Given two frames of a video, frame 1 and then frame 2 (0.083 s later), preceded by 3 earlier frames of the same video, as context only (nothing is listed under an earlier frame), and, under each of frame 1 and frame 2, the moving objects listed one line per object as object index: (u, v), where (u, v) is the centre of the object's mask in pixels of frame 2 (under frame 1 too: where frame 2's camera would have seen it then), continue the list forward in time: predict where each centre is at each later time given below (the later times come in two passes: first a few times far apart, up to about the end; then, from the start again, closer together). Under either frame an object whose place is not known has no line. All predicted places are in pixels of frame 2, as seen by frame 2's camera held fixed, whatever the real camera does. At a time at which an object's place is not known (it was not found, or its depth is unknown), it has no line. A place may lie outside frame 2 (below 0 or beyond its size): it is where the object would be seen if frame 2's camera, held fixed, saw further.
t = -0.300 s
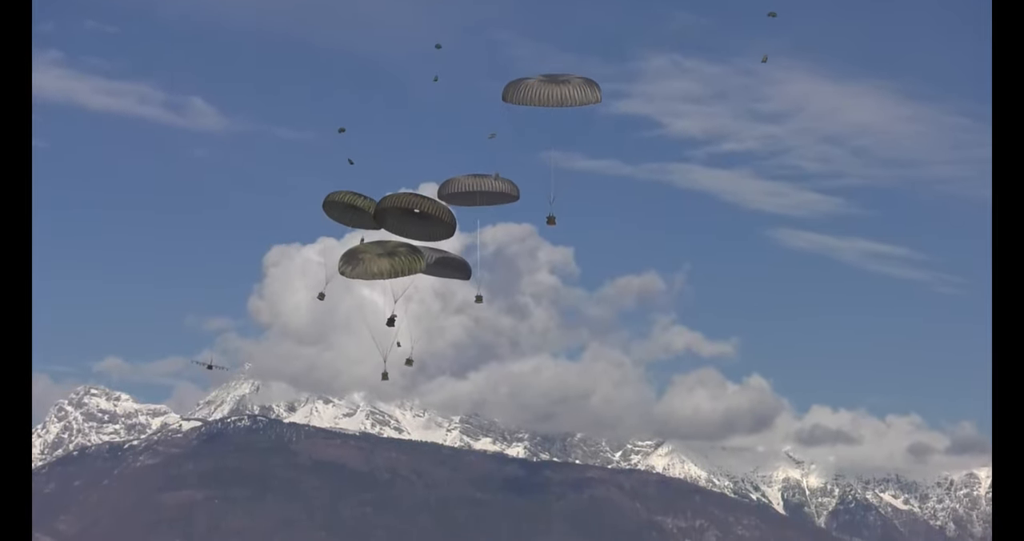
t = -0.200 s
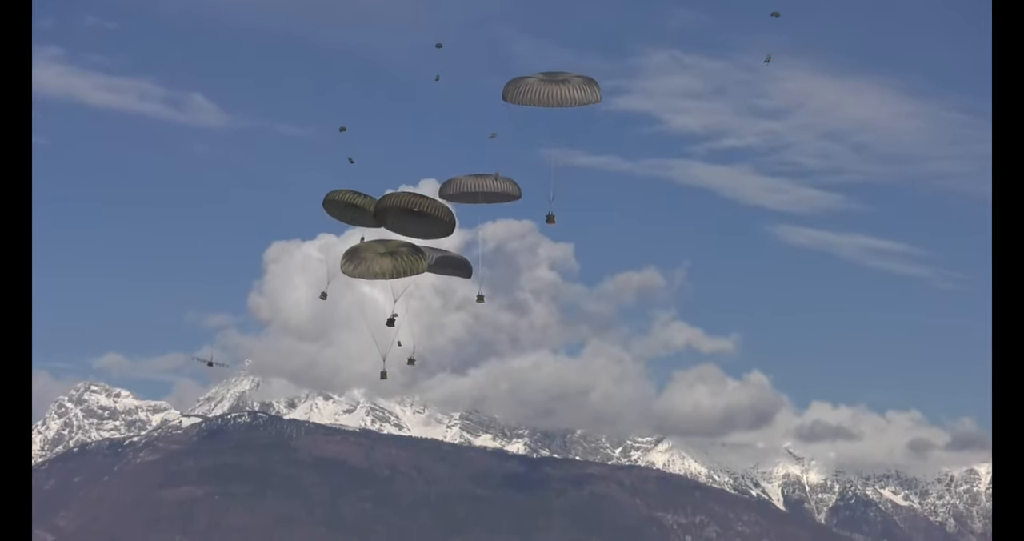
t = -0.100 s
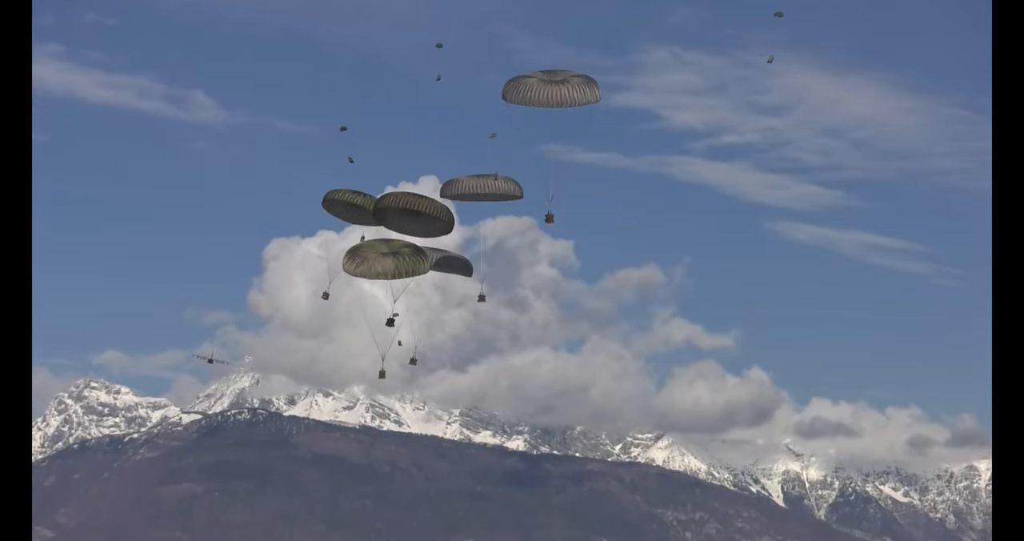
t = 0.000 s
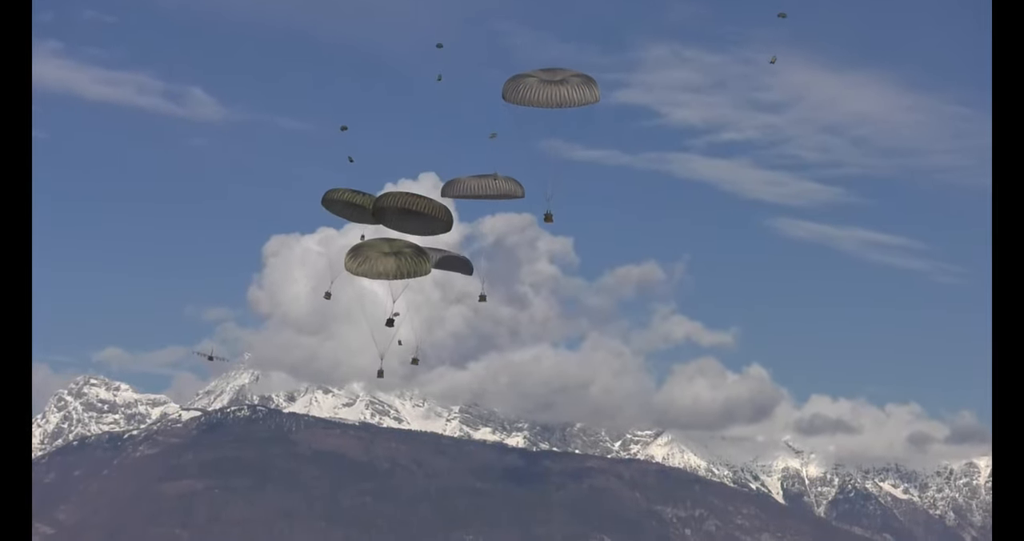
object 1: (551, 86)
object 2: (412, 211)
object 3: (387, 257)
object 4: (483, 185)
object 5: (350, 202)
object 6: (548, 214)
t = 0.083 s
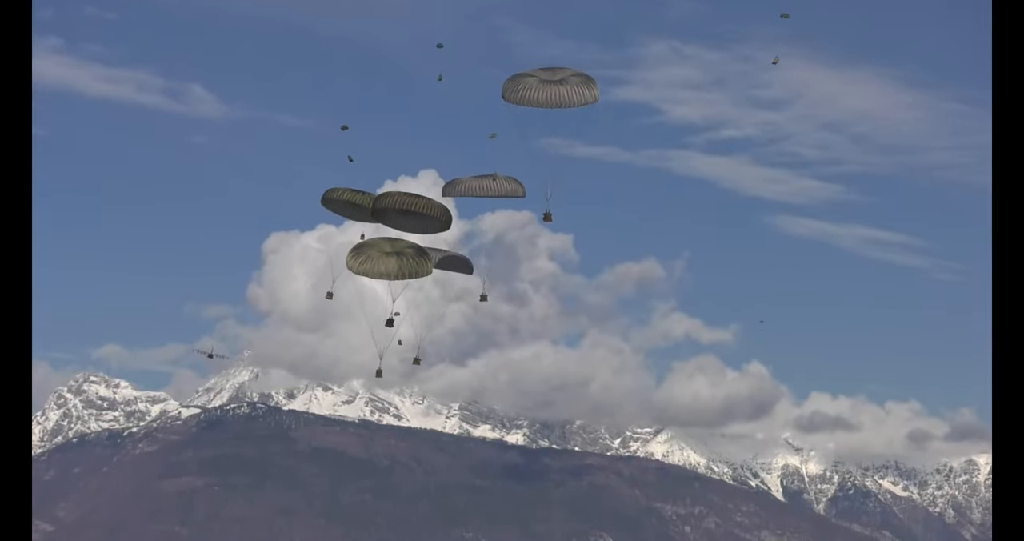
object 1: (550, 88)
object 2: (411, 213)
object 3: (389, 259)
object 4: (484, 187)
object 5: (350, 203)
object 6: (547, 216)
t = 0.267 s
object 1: (549, 93)
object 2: (409, 217)
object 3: (393, 265)
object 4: (486, 193)
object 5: (349, 207)
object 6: (545, 221)
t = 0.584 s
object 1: (548, 102)
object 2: (406, 224)
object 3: (401, 274)
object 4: (489, 205)
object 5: (348, 212)
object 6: (544, 229)
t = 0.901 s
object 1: (546, 109)
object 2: (403, 232)
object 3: (409, 284)
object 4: (495, 216)
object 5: (349, 218)
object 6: (543, 238)
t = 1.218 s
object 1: (544, 116)
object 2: (400, 242)
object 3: (417, 293)
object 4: (500, 225)
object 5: (351, 225)
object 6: (540, 247)
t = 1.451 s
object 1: (542, 121)
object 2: (397, 249)
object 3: (422, 301)
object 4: (503, 233)
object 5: (355, 231)
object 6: (539, 253)
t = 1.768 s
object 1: (540, 128)
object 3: (430, 309)
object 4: (507, 243)
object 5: (358, 238)
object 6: (536, 261)
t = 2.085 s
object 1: (538, 137)
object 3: (435, 321)
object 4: (511, 252)
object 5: (361, 244)
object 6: (533, 267)
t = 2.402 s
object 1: (537, 146)
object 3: (439, 332)
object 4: (514, 262)
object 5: (365, 252)
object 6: (531, 273)
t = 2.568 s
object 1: (536, 150)
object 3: (441, 338)
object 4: (516, 266)
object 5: (367, 255)
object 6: (531, 275)
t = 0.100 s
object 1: (550, 89)
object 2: (411, 213)
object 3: (389, 260)
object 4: (484, 187)
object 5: (349, 204)
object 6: (547, 217)
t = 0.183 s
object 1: (550, 91)
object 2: (410, 215)
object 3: (391, 262)
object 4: (485, 190)
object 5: (349, 205)
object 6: (546, 218)
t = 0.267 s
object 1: (549, 93)
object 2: (409, 217)
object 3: (393, 265)
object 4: (486, 193)
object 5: (349, 207)
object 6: (545, 221)
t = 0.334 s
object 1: (549, 95)
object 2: (408, 218)
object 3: (394, 267)
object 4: (486, 196)
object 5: (348, 208)
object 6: (545, 222)
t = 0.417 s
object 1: (549, 97)
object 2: (407, 220)
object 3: (397, 269)
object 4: (487, 199)
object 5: (348, 209)
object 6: (544, 225)
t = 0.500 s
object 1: (548, 99)
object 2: (407, 222)
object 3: (399, 272)
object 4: (489, 202)
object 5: (348, 210)
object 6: (544, 227)
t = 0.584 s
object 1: (548, 102)
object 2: (406, 224)
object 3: (401, 274)
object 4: (489, 205)
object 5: (348, 212)
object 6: (544, 229)
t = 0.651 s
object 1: (548, 103)
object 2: (406, 225)
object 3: (403, 276)
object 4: (490, 208)
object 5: (348, 213)
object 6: (543, 231)
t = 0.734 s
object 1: (547, 105)
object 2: (405, 227)
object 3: (405, 279)
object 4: (492, 211)
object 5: (348, 215)
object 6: (543, 233)
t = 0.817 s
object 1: (547, 107)
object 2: (404, 229)
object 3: (407, 281)
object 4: (493, 213)
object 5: (348, 216)
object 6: (543, 235)
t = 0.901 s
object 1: (546, 109)
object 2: (403, 232)
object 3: (409, 284)
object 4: (495, 216)
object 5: (349, 218)
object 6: (543, 238)
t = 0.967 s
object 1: (546, 111)
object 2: (403, 234)
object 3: (411, 286)
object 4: (496, 218)
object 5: (349, 219)
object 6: (542, 240)
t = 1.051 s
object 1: (545, 112)
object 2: (401, 236)
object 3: (413, 288)
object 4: (497, 220)
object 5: (350, 221)
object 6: (542, 242)
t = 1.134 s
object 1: (545, 114)
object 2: (401, 239)
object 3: (415, 291)
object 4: (498, 223)
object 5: (350, 224)
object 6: (541, 244)
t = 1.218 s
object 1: (544, 116)
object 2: (400, 242)
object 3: (417, 293)
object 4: (500, 225)
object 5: (351, 225)
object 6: (540, 247)
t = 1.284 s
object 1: (543, 118)
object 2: (399, 244)
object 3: (419, 295)
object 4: (501, 228)
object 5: (353, 227)
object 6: (540, 248)
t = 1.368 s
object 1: (542, 120)
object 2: (398, 247)
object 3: (421, 298)
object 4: (502, 230)
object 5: (354, 229)
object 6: (540, 250)
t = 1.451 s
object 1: (542, 121)
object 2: (397, 249)
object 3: (422, 301)
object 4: (503, 233)
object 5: (355, 231)
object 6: (539, 253)
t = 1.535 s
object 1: (541, 123)
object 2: (397, 251)
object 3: (425, 302)
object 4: (504, 235)
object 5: (356, 233)
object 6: (539, 255)
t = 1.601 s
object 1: (540, 124)
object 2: (396, 253)
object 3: (426, 305)
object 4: (506, 237)
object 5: (357, 234)
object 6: (538, 257)
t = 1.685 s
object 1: (540, 125)
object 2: (396, 255)
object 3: (428, 307)
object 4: (507, 240)
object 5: (357, 235)
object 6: (537, 259)
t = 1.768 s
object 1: (540, 128)
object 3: (430, 309)
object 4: (507, 243)
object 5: (358, 238)
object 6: (536, 261)
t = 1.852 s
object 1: (539, 130)
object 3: (431, 312)
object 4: (508, 245)
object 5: (359, 239)
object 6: (535, 261)
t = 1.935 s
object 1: (539, 132)
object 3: (432, 315)
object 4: (509, 247)
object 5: (360, 241)
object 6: (536, 264)
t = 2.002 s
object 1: (538, 134)
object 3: (433, 317)
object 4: (510, 249)
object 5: (360, 242)
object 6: (535, 265)
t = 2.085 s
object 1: (538, 137)
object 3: (435, 321)
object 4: (511, 252)
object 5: (361, 244)
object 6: (533, 267)
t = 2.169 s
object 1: (537, 139)
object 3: (436, 324)
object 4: (512, 255)
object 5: (362, 246)
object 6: (533, 269)
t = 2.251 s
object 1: (537, 141)
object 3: (437, 326)
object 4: (512, 257)
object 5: (363, 248)
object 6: (533, 270)
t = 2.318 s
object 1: (536, 143)
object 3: (438, 329)
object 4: (513, 259)
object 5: (364, 250)
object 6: (532, 272)
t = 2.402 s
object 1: (537, 146)
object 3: (439, 332)
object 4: (514, 262)
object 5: (365, 252)
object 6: (531, 273)
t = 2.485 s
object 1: (536, 148)
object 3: (440, 335)
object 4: (515, 264)
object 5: (366, 254)
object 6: (531, 274)
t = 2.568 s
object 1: (536, 150)
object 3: (441, 338)
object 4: (516, 266)
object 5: (367, 255)
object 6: (531, 275)
